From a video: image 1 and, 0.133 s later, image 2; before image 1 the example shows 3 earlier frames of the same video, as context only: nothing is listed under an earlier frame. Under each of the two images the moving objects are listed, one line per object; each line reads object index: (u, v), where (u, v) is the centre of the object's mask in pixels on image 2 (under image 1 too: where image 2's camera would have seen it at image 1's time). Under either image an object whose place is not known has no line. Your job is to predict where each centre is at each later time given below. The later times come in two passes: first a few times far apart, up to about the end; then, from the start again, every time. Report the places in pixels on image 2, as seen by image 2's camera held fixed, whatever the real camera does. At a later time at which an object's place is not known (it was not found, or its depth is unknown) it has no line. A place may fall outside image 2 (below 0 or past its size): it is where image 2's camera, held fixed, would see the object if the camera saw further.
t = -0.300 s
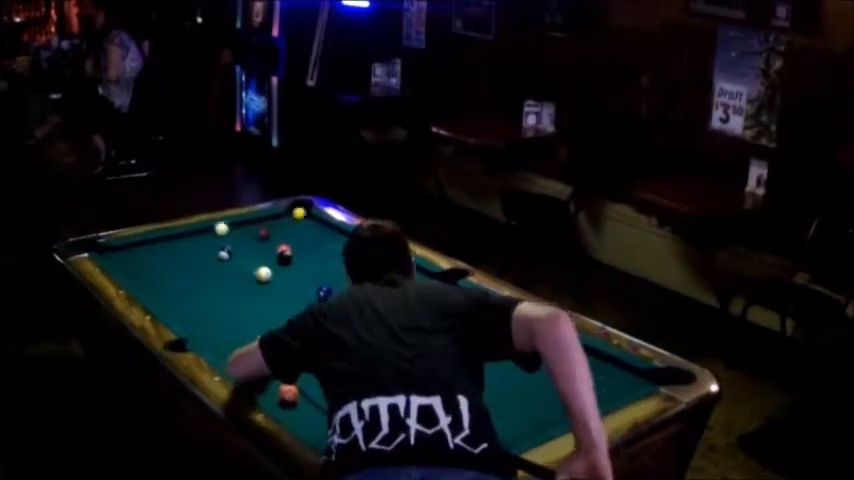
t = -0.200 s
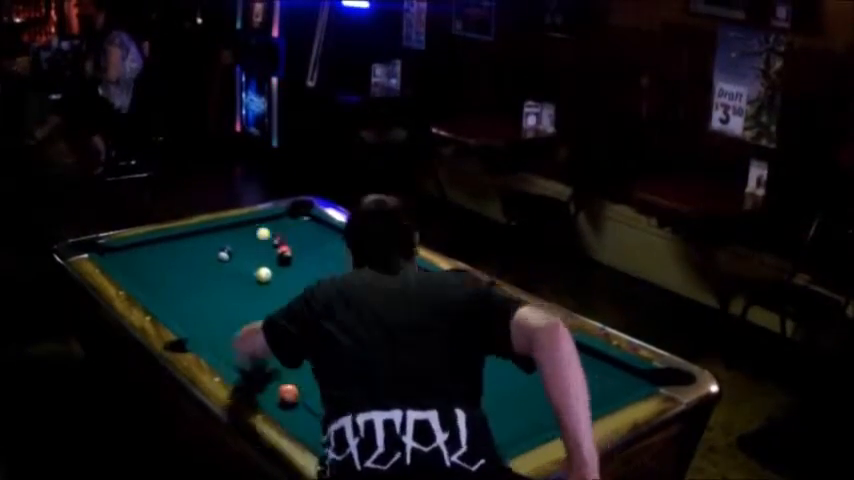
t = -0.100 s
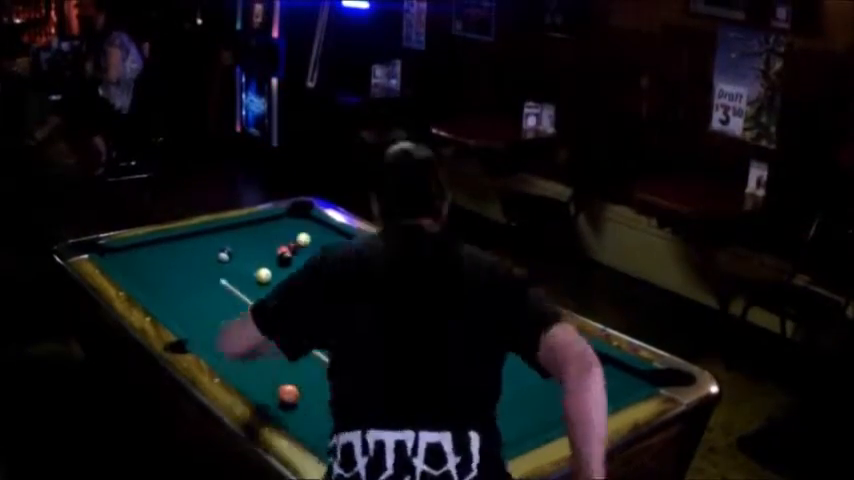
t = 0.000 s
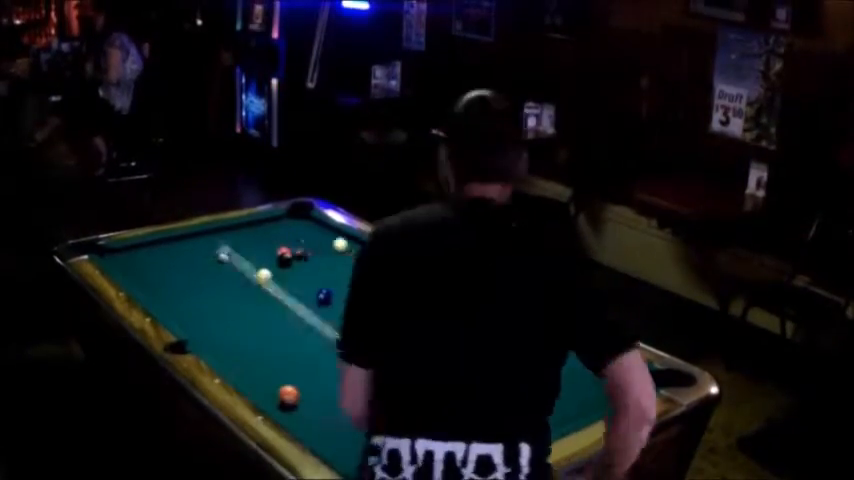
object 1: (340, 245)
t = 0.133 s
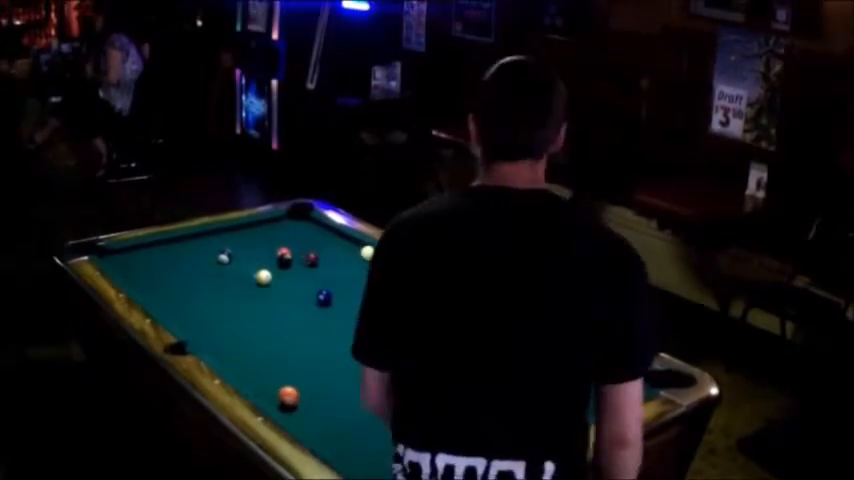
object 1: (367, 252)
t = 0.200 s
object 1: (367, 258)
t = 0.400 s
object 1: (368, 268)
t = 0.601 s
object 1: (370, 274)
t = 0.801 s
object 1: (371, 274)
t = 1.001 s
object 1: (371, 274)
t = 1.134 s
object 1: (371, 274)
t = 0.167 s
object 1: (366, 255)
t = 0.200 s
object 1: (367, 258)
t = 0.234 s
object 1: (367, 259)
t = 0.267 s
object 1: (367, 261)
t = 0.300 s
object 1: (367, 263)
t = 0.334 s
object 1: (368, 265)
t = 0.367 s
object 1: (368, 267)
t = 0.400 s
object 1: (368, 268)
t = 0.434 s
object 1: (368, 270)
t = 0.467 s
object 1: (369, 271)
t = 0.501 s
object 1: (369, 272)
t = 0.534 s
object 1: (369, 273)
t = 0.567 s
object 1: (369, 273)
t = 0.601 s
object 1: (370, 274)
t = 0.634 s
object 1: (370, 274)
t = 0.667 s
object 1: (371, 274)
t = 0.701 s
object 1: (371, 274)
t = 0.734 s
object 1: (371, 274)
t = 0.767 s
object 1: (371, 274)
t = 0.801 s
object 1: (371, 274)
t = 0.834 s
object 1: (371, 274)
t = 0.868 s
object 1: (371, 275)
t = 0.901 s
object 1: (371, 275)
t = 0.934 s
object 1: (371, 275)
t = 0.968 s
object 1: (371, 275)
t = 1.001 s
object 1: (371, 274)
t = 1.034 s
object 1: (371, 274)
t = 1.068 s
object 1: (371, 274)
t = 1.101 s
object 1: (371, 275)
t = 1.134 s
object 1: (371, 274)
